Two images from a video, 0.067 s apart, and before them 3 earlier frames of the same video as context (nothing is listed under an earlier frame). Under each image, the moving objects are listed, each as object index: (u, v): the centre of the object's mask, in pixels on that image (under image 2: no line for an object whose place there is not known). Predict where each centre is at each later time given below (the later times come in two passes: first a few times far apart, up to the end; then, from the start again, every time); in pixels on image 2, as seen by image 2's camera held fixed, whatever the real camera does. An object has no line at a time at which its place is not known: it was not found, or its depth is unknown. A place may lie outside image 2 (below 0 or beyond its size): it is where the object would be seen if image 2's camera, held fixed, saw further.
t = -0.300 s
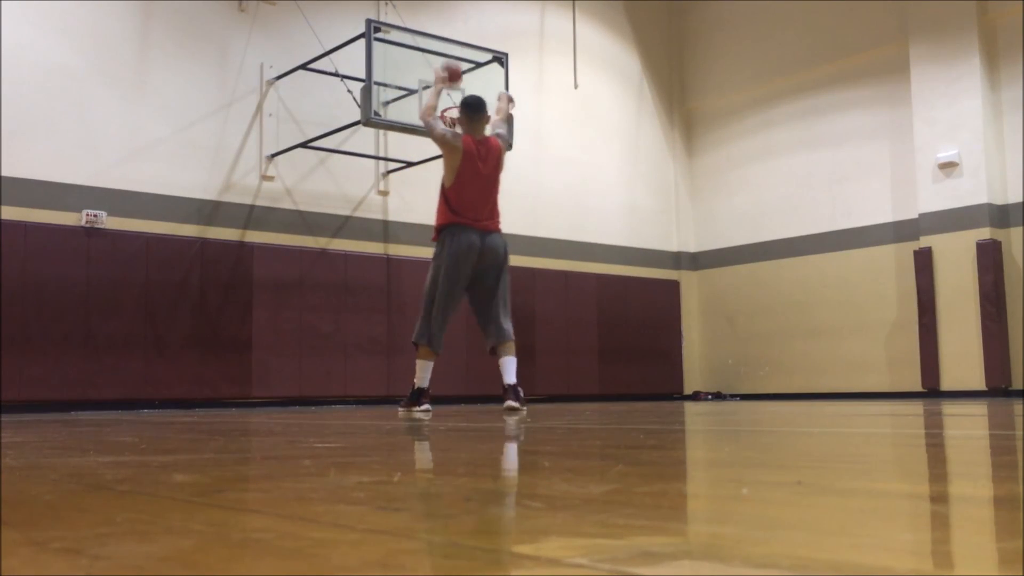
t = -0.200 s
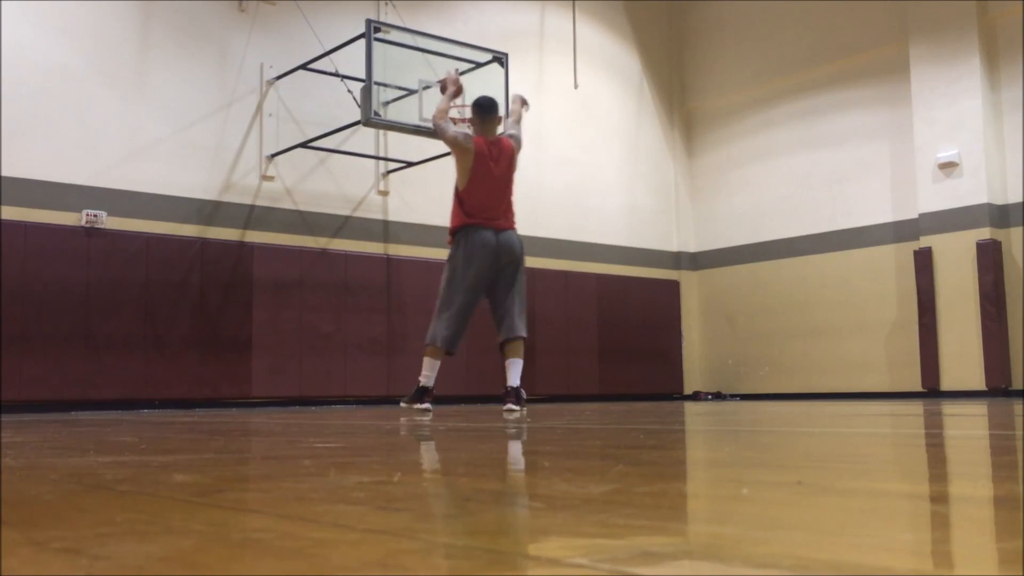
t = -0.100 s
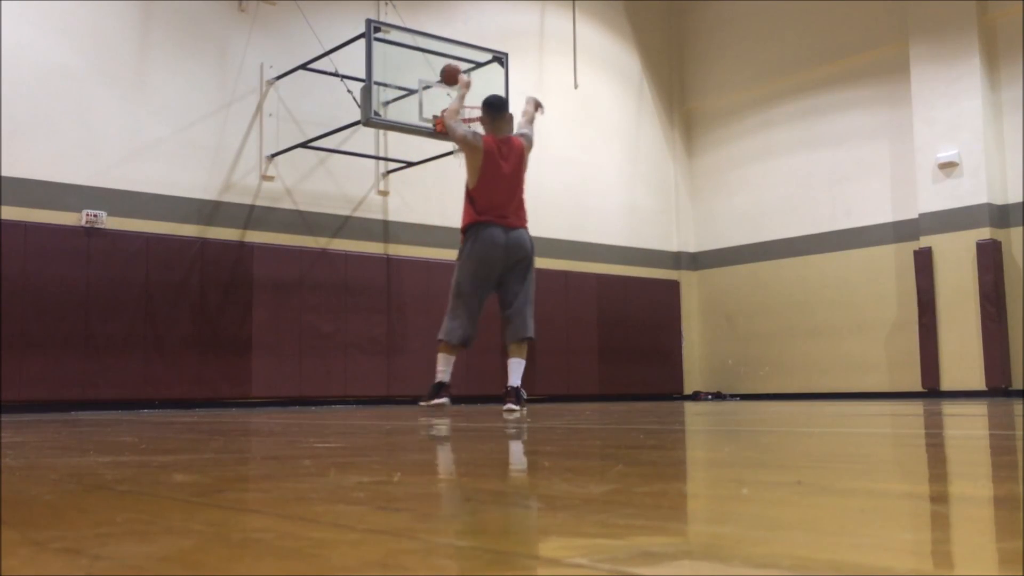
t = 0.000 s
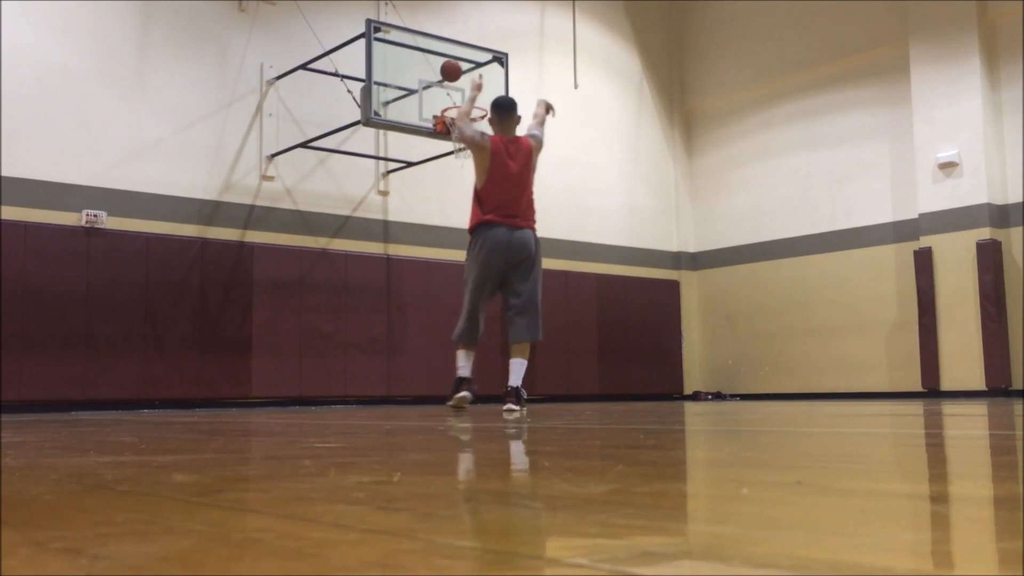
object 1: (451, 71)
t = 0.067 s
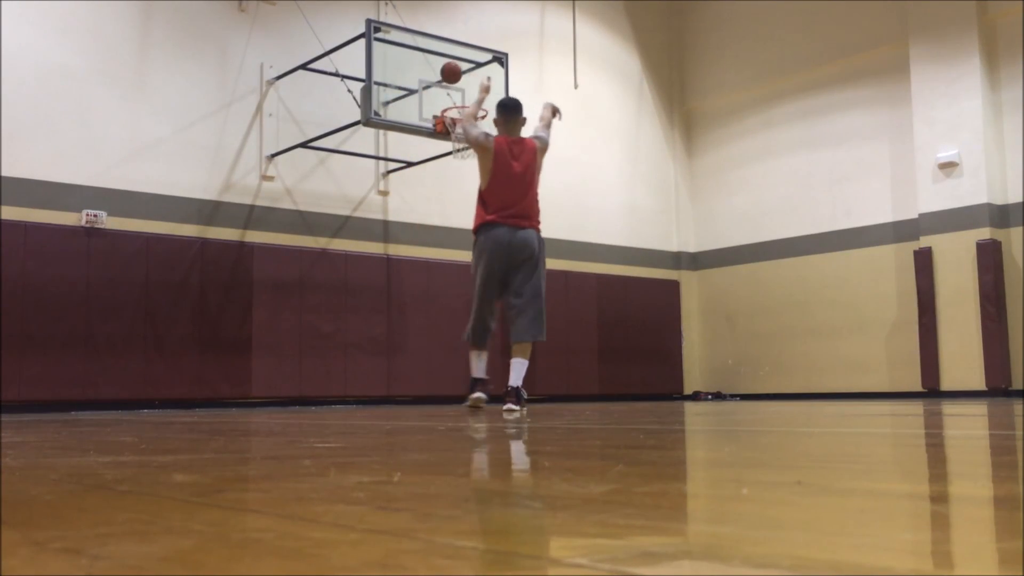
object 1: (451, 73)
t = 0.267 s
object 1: (462, 84)
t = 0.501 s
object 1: (468, 108)
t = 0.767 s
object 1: (450, 134)
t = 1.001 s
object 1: (455, 166)
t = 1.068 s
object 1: (456, 183)
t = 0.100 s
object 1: (451, 75)
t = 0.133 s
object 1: (452, 77)
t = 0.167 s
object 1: (454, 78)
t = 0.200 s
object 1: (457, 79)
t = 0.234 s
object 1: (459, 81)
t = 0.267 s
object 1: (462, 84)
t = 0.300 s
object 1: (464, 89)
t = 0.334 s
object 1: (467, 94)
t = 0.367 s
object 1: (469, 100)
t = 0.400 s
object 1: (472, 108)
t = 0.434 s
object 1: (471, 108)
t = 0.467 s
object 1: (470, 108)
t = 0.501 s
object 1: (468, 108)
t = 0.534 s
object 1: (467, 109)
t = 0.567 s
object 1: (464, 111)
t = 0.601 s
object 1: (461, 114)
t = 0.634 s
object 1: (458, 117)
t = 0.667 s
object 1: (456, 120)
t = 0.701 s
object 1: (454, 125)
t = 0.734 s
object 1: (453, 129)
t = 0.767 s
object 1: (450, 134)
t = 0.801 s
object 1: (449, 137)
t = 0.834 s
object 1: (450, 141)
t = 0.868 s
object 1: (451, 143)
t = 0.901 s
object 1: (452, 147)
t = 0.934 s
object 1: (452, 153)
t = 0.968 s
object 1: (453, 160)
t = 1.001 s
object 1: (455, 166)
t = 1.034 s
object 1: (455, 174)
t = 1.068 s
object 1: (456, 183)
